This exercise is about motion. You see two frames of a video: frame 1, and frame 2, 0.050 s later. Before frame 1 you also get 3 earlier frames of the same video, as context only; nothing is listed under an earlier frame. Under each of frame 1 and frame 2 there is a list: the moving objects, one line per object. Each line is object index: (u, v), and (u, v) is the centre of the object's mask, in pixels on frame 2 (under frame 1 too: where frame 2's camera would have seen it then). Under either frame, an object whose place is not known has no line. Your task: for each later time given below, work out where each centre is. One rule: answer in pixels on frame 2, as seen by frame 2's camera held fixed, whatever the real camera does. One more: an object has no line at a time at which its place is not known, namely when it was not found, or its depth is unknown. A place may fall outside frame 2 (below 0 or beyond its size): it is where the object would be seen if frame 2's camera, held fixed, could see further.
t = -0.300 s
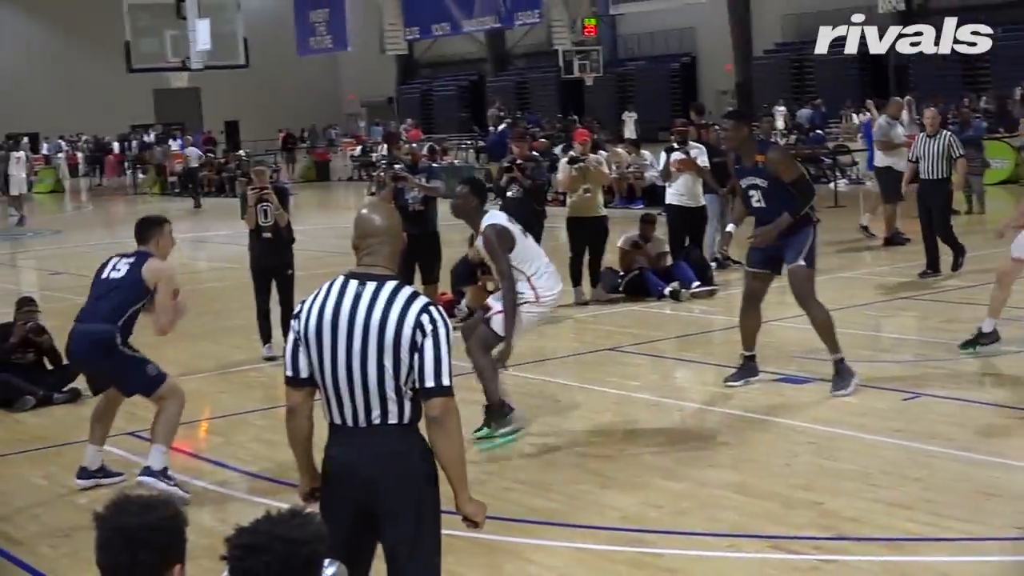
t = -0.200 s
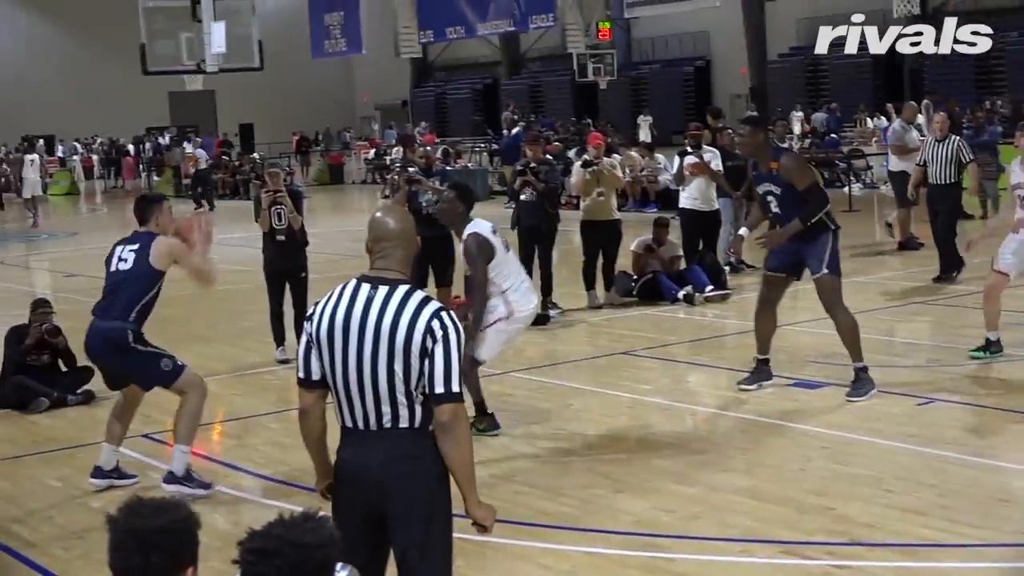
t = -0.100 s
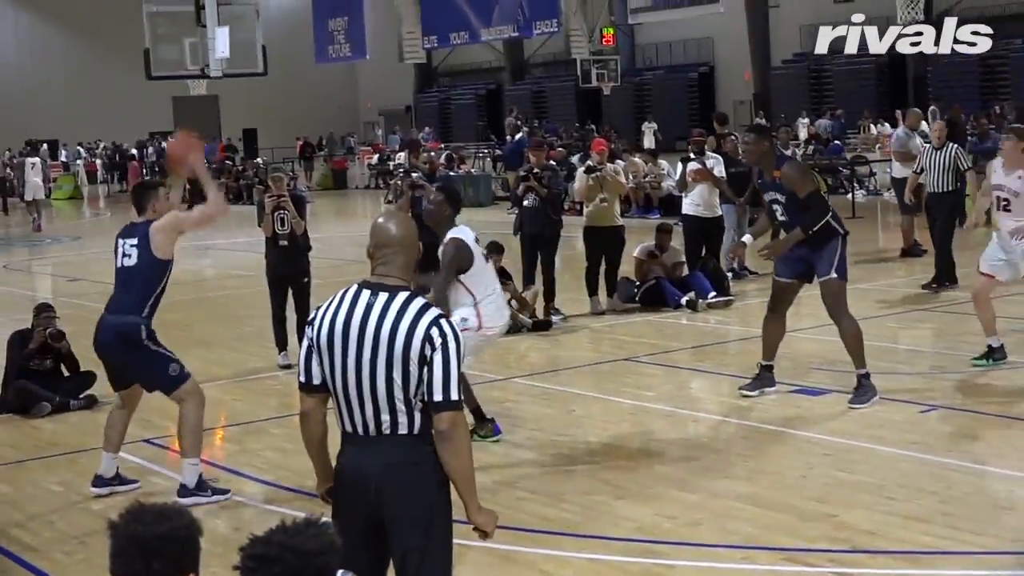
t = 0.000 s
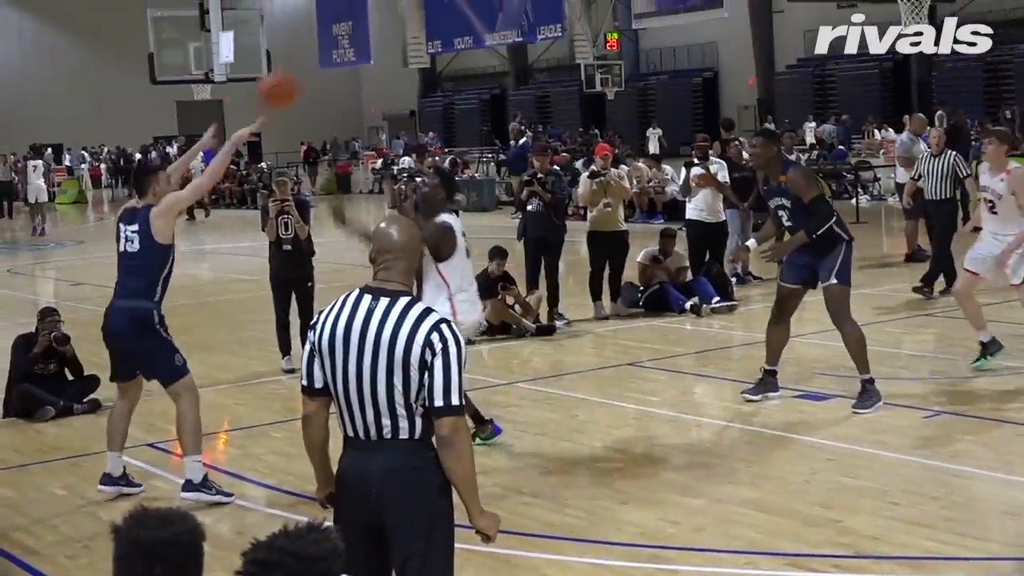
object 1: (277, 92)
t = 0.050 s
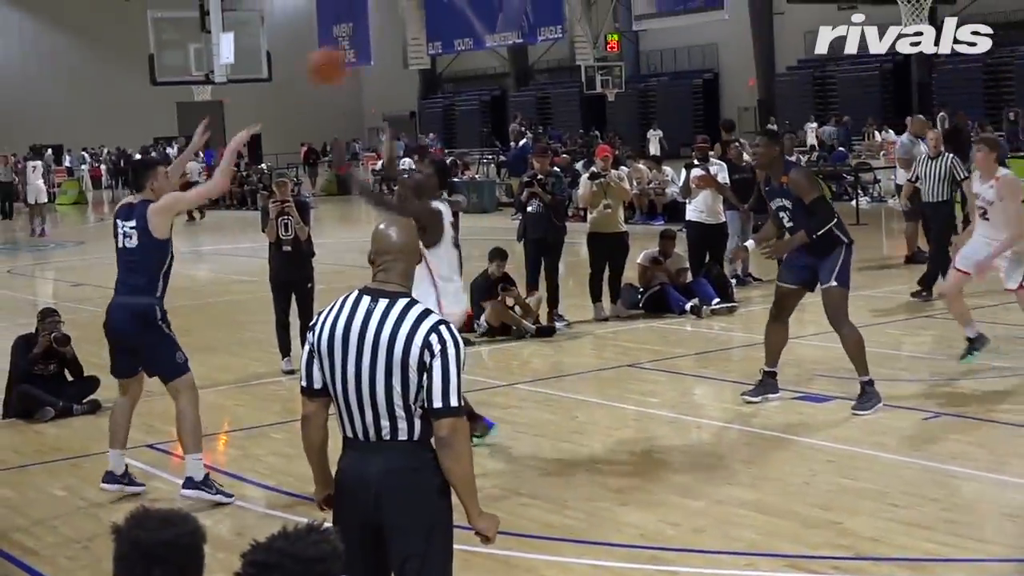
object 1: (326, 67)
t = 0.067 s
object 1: (342, 58)
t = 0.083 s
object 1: (359, 51)
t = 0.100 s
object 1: (376, 45)
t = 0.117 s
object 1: (390, 39)
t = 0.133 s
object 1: (408, 31)
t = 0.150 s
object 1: (422, 28)
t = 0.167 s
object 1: (438, 25)
